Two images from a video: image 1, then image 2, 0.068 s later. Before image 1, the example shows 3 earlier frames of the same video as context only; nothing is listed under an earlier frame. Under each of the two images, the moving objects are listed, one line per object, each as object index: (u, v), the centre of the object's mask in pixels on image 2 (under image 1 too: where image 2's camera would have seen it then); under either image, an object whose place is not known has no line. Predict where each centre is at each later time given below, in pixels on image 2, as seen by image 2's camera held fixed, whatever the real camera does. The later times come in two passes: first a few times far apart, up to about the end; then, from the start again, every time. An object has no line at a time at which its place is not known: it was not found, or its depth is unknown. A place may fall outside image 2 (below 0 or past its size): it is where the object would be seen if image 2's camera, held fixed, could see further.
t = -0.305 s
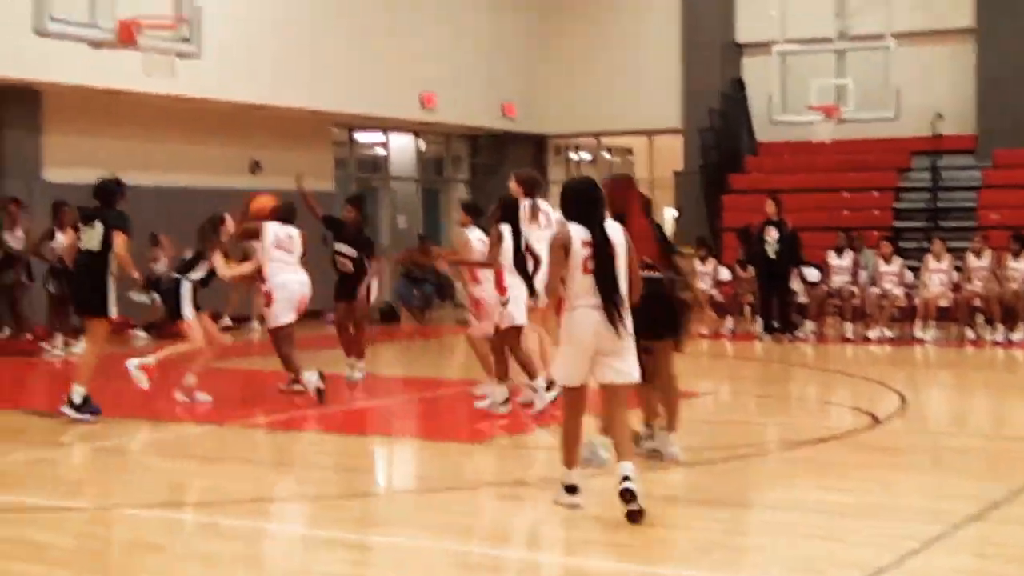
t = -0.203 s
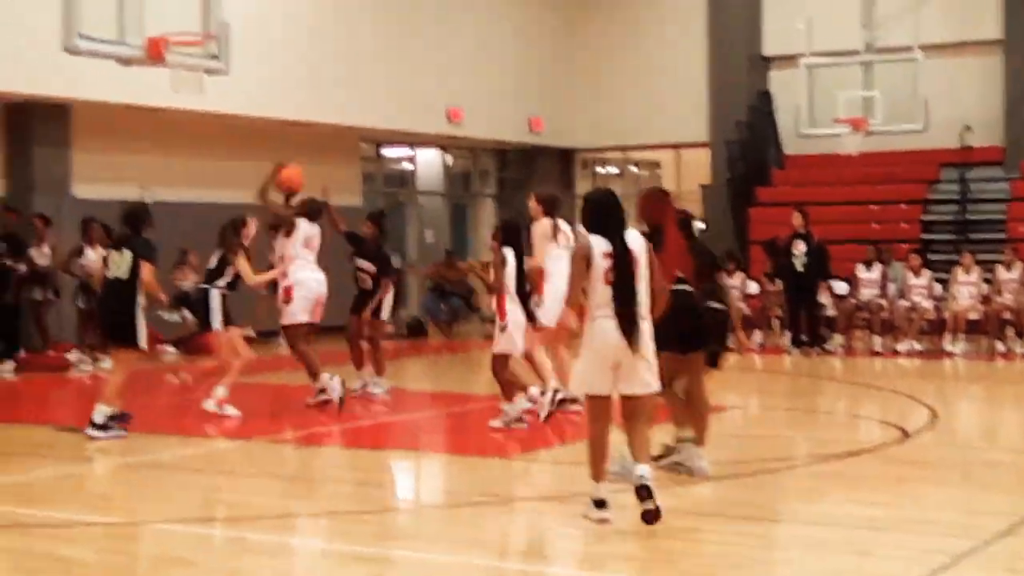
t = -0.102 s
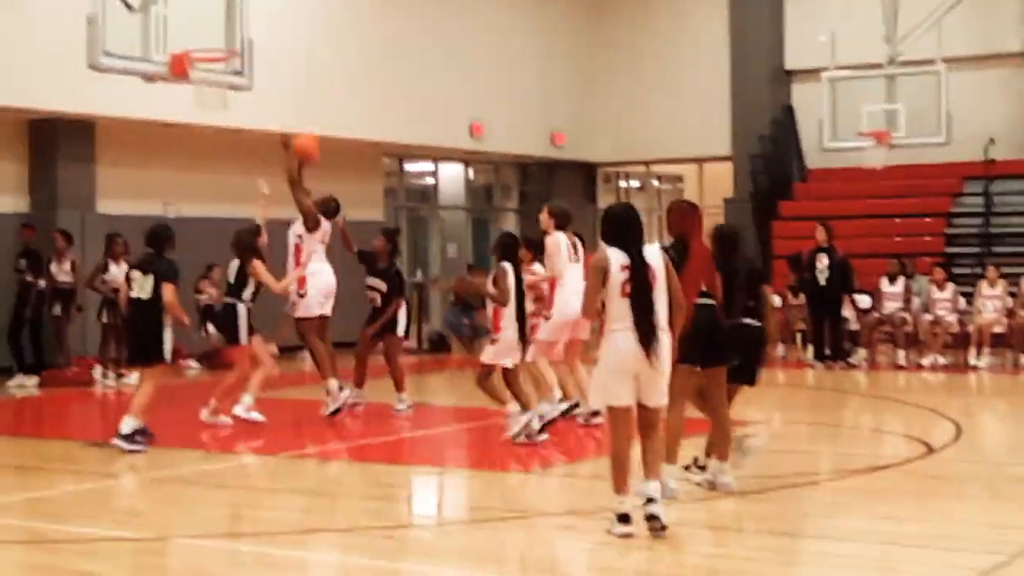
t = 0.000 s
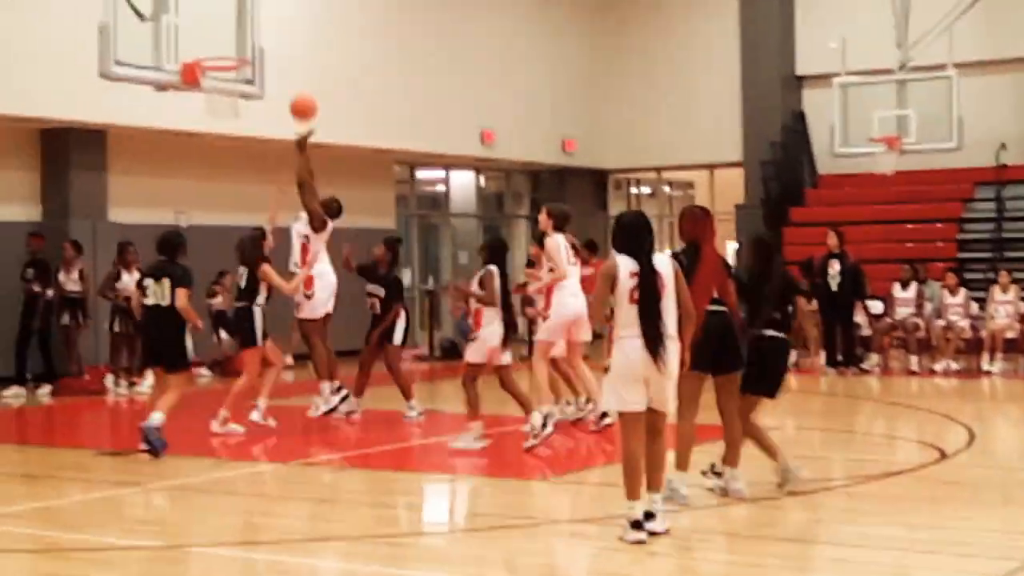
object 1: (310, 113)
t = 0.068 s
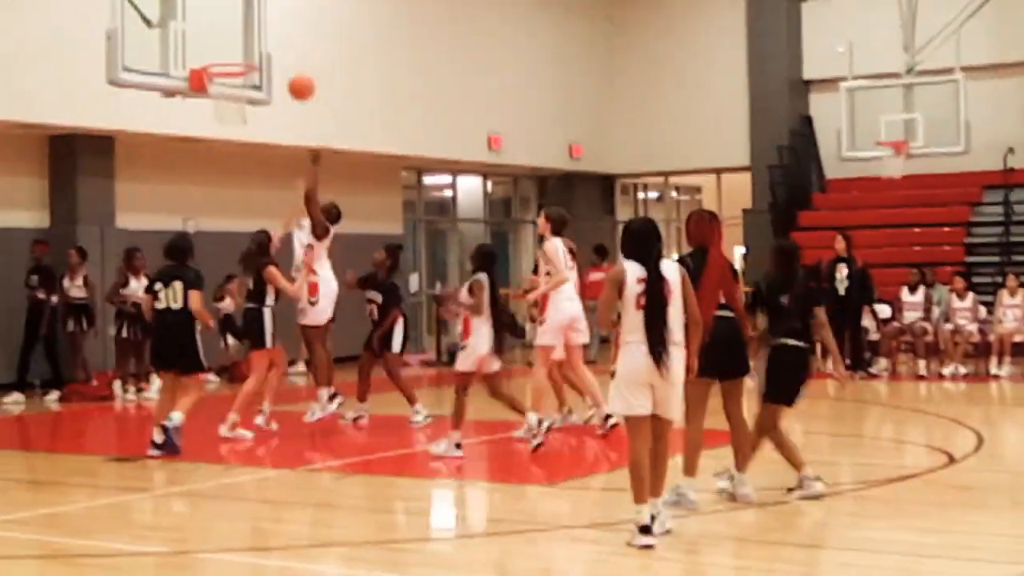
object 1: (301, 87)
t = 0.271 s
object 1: (274, 42)
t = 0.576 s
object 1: (238, 64)
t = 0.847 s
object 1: (216, 137)
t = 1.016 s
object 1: (210, 203)
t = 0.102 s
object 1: (296, 76)
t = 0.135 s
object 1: (292, 66)
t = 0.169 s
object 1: (287, 58)
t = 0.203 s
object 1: (283, 51)
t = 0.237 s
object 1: (278, 46)
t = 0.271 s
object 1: (274, 42)
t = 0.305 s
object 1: (270, 39)
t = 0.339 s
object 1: (266, 38)
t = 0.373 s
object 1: (261, 38)
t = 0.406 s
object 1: (256, 38)
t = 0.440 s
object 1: (253, 41)
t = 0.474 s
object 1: (249, 45)
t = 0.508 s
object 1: (245, 50)
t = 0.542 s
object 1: (241, 56)
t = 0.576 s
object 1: (238, 64)
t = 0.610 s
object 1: (235, 70)
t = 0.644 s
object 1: (230, 80)
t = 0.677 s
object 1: (225, 90)
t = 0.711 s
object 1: (221, 102)
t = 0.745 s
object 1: (220, 108)
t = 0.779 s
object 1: (218, 116)
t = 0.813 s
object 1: (217, 126)
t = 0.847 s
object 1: (216, 137)
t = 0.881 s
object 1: (215, 148)
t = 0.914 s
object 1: (214, 159)
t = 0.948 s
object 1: (213, 172)
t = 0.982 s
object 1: (211, 187)
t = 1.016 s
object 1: (210, 203)
